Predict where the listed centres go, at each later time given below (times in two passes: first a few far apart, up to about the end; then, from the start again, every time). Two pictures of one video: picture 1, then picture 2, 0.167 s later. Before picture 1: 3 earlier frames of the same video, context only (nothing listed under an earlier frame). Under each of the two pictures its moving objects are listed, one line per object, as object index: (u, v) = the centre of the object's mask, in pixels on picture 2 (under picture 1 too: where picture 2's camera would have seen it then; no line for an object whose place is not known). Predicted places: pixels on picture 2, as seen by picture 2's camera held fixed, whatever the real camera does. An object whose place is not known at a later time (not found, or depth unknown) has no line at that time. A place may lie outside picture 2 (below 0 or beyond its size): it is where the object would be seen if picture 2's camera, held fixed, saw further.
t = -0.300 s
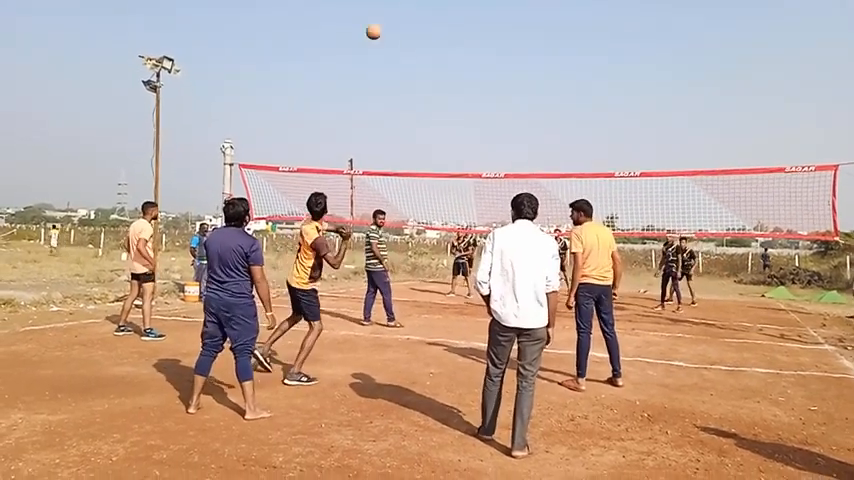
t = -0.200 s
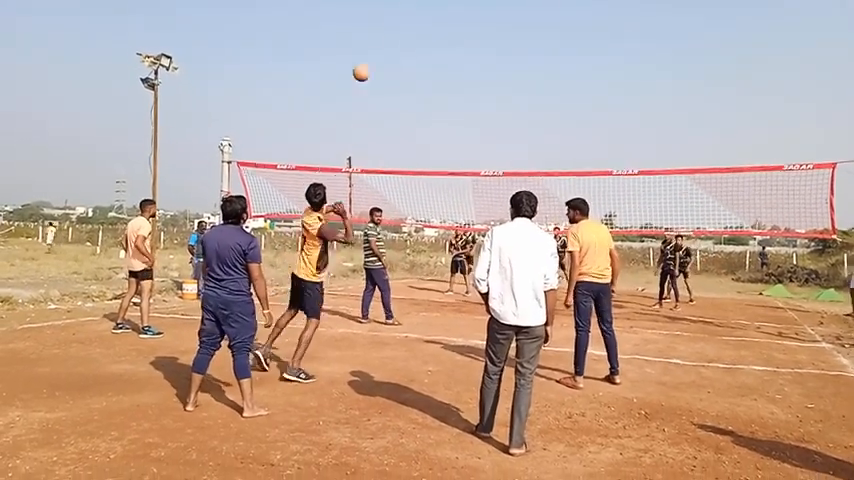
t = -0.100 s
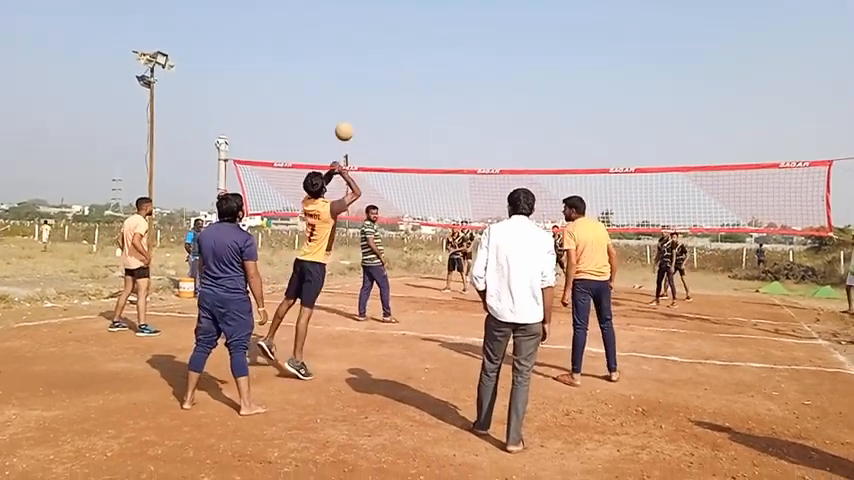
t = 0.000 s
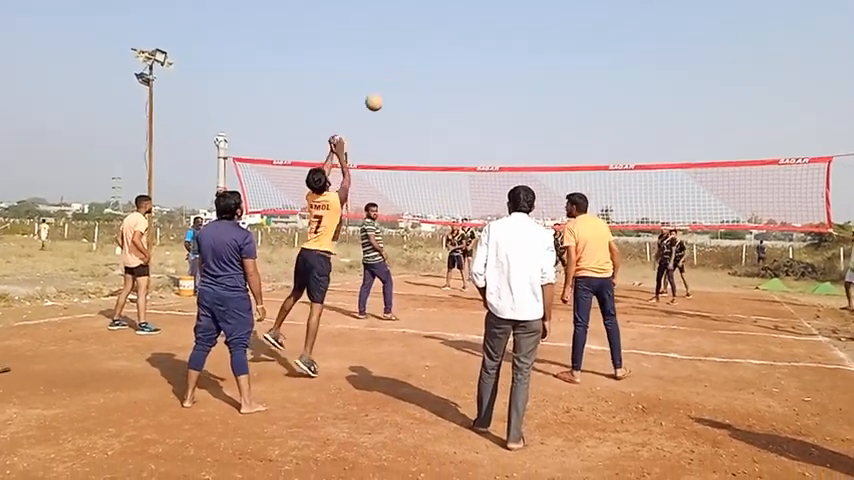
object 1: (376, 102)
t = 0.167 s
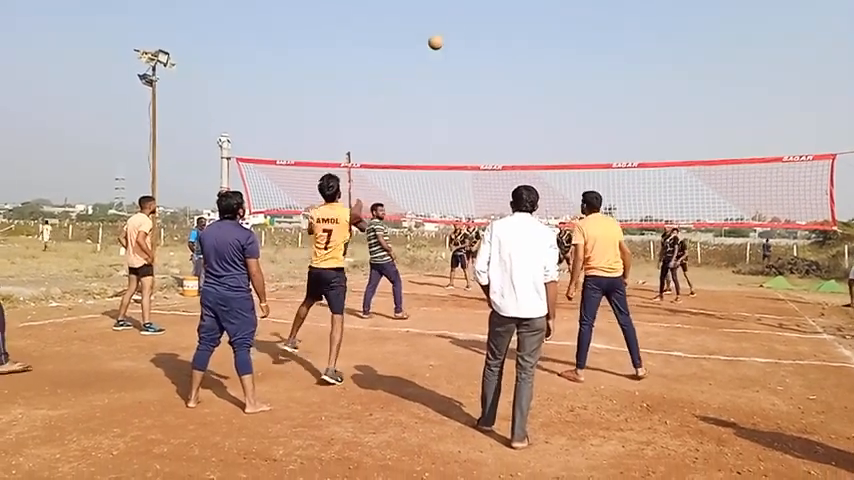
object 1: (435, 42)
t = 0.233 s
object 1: (455, 29)
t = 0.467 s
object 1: (510, 18)
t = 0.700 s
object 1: (550, 43)
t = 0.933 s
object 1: (580, 91)
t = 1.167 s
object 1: (603, 153)
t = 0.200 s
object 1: (445, 35)
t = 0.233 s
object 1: (455, 29)
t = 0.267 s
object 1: (464, 25)
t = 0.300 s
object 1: (472, 21)
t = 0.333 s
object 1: (481, 19)
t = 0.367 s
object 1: (489, 18)
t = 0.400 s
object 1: (497, 17)
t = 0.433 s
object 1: (503, 18)
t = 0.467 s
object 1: (510, 18)
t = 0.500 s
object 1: (517, 20)
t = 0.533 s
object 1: (523, 23)
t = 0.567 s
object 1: (529, 25)
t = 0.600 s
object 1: (535, 29)
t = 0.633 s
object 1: (540, 33)
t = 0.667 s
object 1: (545, 38)
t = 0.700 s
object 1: (550, 43)
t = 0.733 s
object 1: (555, 49)
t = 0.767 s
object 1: (559, 55)
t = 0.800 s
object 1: (564, 61)
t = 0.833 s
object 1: (568, 68)
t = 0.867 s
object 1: (572, 75)
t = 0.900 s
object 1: (577, 83)
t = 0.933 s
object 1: (580, 91)
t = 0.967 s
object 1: (584, 99)
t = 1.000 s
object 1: (587, 107)
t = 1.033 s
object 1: (591, 116)
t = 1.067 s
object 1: (594, 125)
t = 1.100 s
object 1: (597, 134)
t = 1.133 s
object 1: (600, 144)
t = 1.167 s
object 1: (603, 153)
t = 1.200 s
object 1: (605, 161)
